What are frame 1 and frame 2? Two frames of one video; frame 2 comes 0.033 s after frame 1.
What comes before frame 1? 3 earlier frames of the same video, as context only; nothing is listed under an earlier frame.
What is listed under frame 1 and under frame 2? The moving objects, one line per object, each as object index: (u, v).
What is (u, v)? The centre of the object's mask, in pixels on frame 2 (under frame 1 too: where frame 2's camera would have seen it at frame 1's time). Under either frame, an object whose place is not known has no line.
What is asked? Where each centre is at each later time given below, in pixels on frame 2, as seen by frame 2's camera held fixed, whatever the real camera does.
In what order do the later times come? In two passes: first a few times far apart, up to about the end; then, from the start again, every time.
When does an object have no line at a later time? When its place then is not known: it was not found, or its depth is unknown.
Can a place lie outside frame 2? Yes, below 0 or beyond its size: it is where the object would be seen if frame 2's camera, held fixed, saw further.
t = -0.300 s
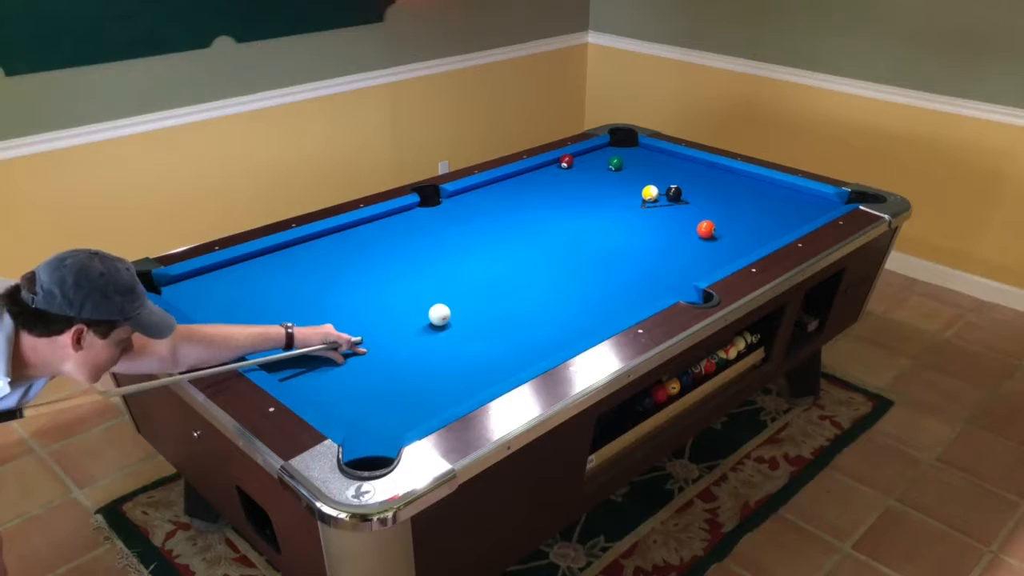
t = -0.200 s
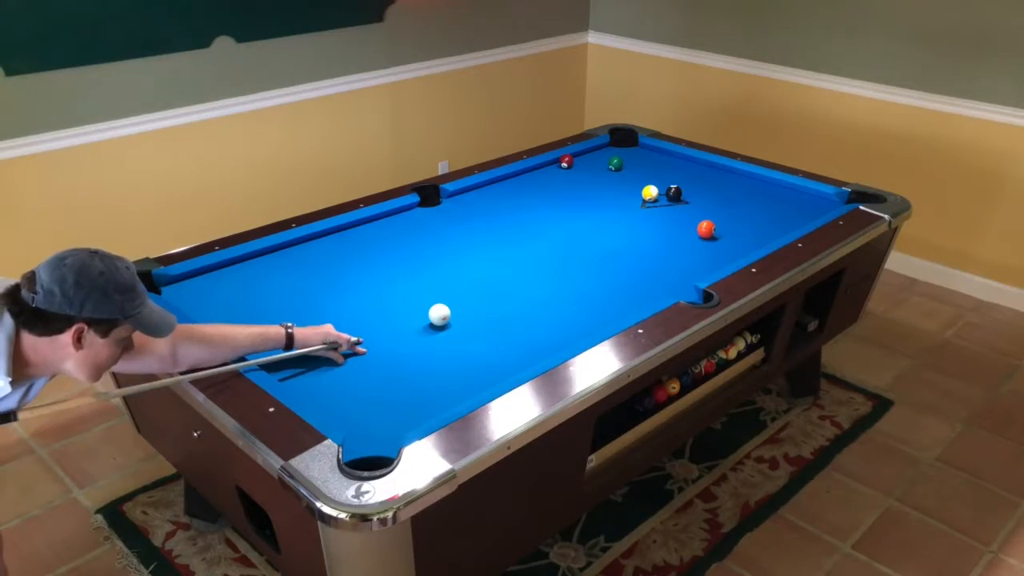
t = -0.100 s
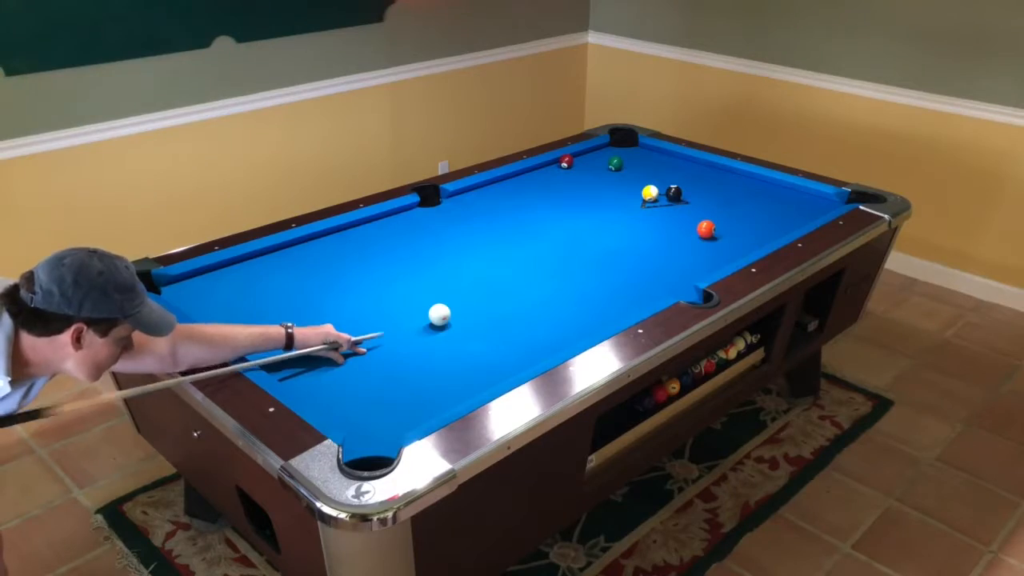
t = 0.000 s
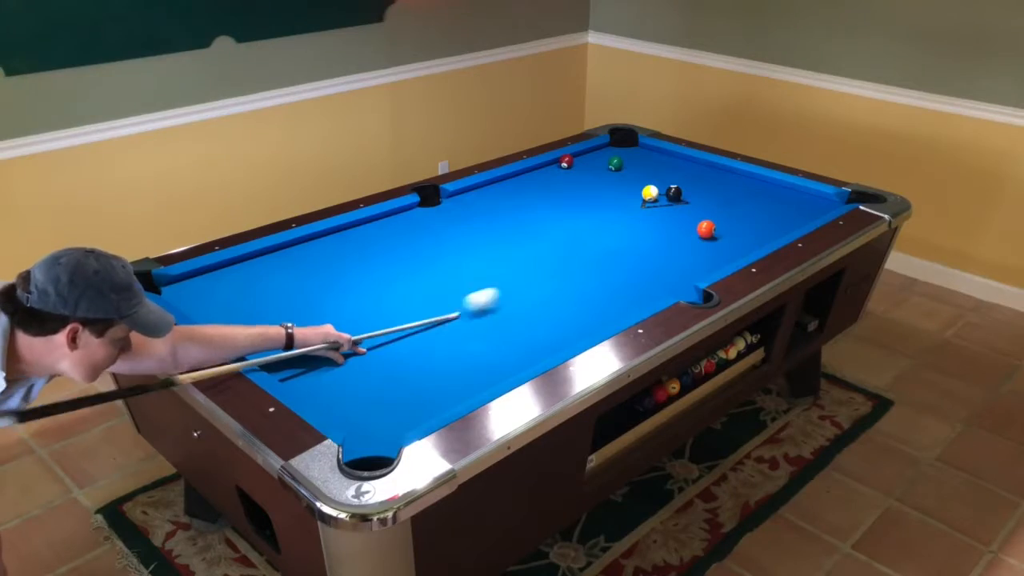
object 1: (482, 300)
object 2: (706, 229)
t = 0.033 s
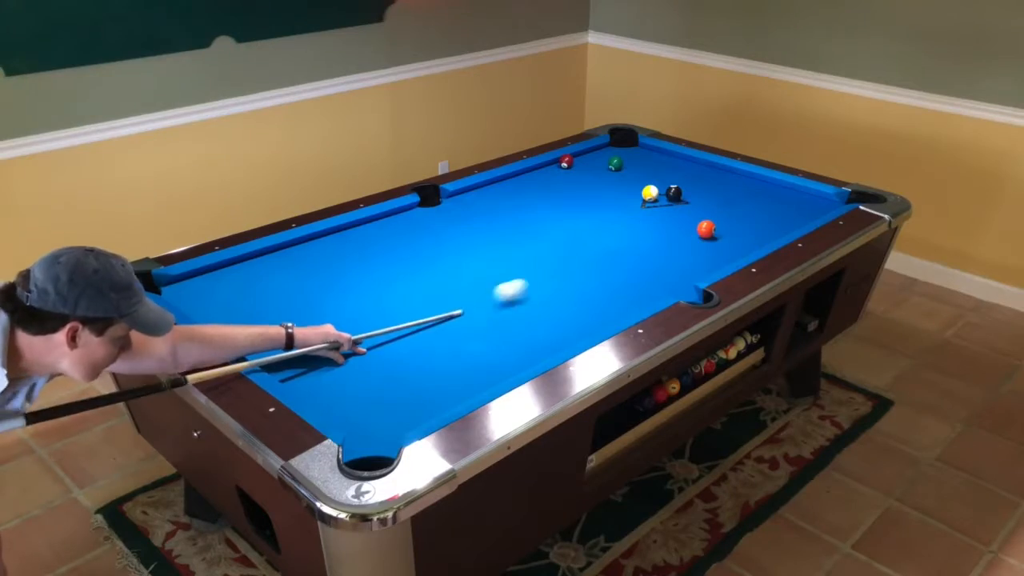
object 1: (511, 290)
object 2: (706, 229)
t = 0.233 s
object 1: (646, 246)
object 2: (706, 229)
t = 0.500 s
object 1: (680, 229)
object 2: (785, 212)
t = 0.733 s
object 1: (665, 226)
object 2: (861, 199)
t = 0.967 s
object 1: (652, 224)
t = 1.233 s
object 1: (639, 222)
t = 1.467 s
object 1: (629, 220)
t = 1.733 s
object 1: (620, 219)
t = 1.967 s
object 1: (613, 218)
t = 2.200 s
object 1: (608, 217)
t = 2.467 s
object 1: (603, 216)
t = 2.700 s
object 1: (600, 217)
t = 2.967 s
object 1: (598, 217)
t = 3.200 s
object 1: (598, 217)
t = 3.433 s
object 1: (598, 217)
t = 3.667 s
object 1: (597, 216)
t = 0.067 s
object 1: (537, 281)
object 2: (706, 229)
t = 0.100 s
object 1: (562, 274)
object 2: (706, 229)
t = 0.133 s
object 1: (585, 266)
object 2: (706, 229)
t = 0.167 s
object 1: (607, 259)
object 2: (706, 229)
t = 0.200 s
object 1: (627, 252)
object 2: (706, 229)
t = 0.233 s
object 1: (646, 246)
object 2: (706, 229)
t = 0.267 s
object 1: (665, 240)
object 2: (706, 229)
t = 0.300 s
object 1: (681, 235)
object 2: (706, 229)
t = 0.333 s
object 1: (690, 231)
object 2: (712, 227)
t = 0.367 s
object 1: (688, 231)
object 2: (729, 223)
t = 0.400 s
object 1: (686, 230)
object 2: (744, 220)
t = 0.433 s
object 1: (684, 230)
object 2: (759, 218)
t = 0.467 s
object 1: (682, 229)
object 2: (773, 214)
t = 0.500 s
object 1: (680, 229)
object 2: (785, 212)
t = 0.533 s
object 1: (678, 229)
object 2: (797, 209)
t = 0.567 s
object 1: (675, 228)
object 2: (808, 207)
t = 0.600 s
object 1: (673, 228)
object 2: (819, 204)
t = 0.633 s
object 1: (671, 227)
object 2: (830, 202)
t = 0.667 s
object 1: (669, 227)
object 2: (840, 199)
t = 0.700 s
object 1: (667, 227)
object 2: (851, 198)
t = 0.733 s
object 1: (665, 226)
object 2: (861, 199)
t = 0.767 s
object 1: (663, 226)
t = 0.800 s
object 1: (661, 226)
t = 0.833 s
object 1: (659, 225)
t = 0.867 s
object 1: (657, 225)
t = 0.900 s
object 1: (655, 225)
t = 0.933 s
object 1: (654, 224)
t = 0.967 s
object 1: (652, 224)
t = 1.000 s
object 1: (650, 224)
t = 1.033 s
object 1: (648, 224)
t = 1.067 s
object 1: (647, 223)
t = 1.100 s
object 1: (645, 223)
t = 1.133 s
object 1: (643, 223)
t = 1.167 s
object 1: (642, 223)
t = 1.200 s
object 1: (640, 222)
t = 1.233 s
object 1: (639, 222)
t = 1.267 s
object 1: (637, 222)
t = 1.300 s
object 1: (636, 221)
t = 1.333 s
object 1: (634, 221)
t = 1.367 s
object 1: (633, 221)
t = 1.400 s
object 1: (632, 221)
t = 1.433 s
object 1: (630, 221)
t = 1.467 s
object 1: (629, 220)
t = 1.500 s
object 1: (628, 220)
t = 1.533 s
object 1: (626, 220)
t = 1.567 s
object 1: (625, 220)
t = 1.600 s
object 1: (624, 220)
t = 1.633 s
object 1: (623, 219)
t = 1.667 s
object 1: (622, 219)
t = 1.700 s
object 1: (621, 219)
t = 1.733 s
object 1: (620, 219)
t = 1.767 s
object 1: (619, 219)
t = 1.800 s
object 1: (618, 219)
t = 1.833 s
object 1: (617, 218)
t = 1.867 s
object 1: (616, 218)
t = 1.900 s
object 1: (615, 218)
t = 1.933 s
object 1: (614, 218)
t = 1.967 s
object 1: (613, 218)
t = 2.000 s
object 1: (612, 218)
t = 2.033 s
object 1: (611, 218)
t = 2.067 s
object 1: (610, 217)
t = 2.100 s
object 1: (610, 217)
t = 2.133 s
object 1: (609, 217)
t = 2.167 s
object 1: (608, 217)
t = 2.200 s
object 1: (608, 217)
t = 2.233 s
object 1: (607, 217)
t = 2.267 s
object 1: (606, 217)
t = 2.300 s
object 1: (606, 217)
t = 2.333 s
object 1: (606, 216)
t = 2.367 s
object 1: (605, 216)
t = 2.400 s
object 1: (604, 216)
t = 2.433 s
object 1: (604, 216)
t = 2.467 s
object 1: (603, 216)
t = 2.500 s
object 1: (603, 216)
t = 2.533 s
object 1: (603, 216)
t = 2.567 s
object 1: (603, 216)
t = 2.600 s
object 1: (602, 216)
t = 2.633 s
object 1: (601, 216)
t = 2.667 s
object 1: (601, 216)
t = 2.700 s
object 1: (600, 217)
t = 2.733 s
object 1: (600, 217)
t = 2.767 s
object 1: (599, 217)
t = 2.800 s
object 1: (599, 217)
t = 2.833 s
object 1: (599, 217)
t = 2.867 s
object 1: (598, 217)
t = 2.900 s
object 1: (598, 217)
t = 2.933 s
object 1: (598, 217)
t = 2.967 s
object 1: (598, 217)
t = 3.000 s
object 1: (598, 216)
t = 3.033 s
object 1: (599, 217)
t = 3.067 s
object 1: (599, 217)
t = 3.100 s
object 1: (598, 217)
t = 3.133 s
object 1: (598, 217)
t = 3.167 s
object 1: (598, 217)
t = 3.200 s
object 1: (598, 217)
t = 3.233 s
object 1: (598, 216)
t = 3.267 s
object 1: (598, 217)
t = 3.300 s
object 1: (598, 217)
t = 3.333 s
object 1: (598, 217)
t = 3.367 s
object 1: (598, 217)
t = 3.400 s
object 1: (598, 217)
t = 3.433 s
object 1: (598, 217)
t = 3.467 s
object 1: (598, 217)
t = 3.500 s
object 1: (597, 217)
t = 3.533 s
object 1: (598, 217)
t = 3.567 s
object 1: (598, 217)
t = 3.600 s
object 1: (598, 217)
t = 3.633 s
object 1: (598, 216)
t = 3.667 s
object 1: (597, 216)
